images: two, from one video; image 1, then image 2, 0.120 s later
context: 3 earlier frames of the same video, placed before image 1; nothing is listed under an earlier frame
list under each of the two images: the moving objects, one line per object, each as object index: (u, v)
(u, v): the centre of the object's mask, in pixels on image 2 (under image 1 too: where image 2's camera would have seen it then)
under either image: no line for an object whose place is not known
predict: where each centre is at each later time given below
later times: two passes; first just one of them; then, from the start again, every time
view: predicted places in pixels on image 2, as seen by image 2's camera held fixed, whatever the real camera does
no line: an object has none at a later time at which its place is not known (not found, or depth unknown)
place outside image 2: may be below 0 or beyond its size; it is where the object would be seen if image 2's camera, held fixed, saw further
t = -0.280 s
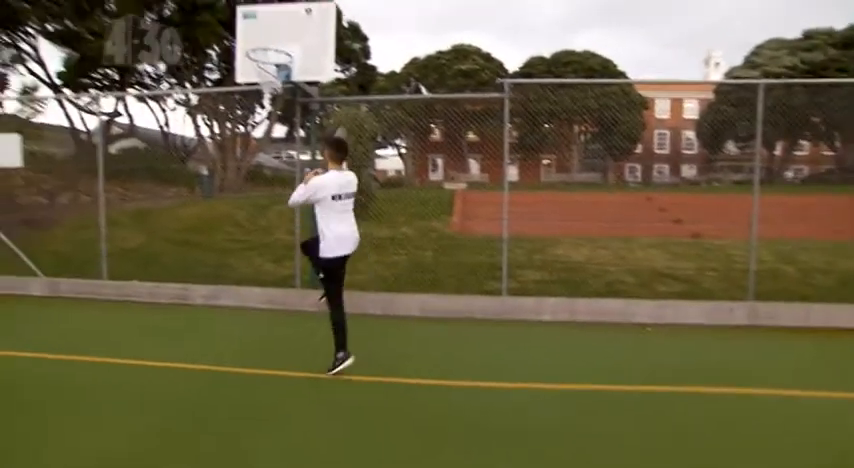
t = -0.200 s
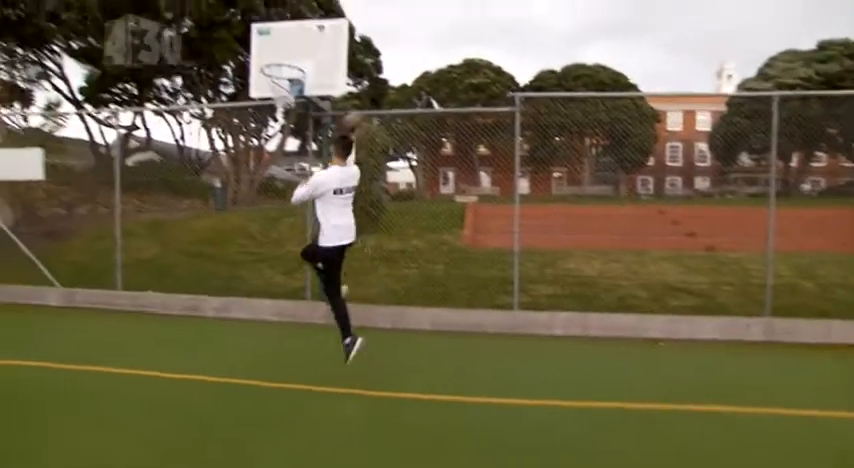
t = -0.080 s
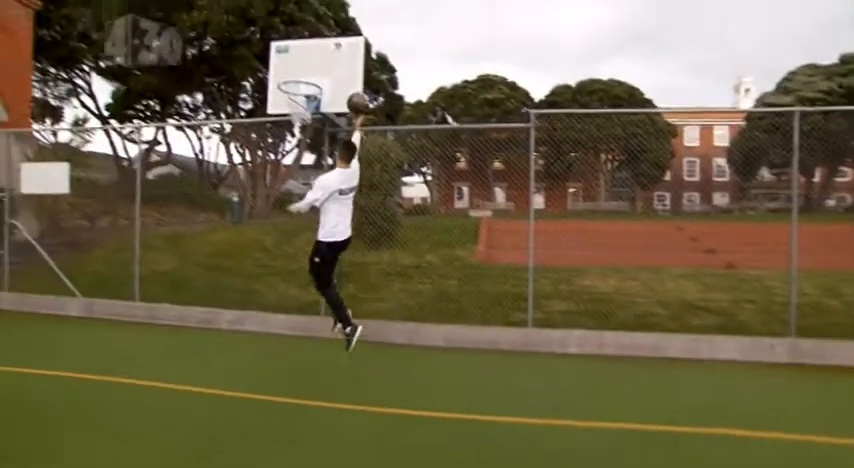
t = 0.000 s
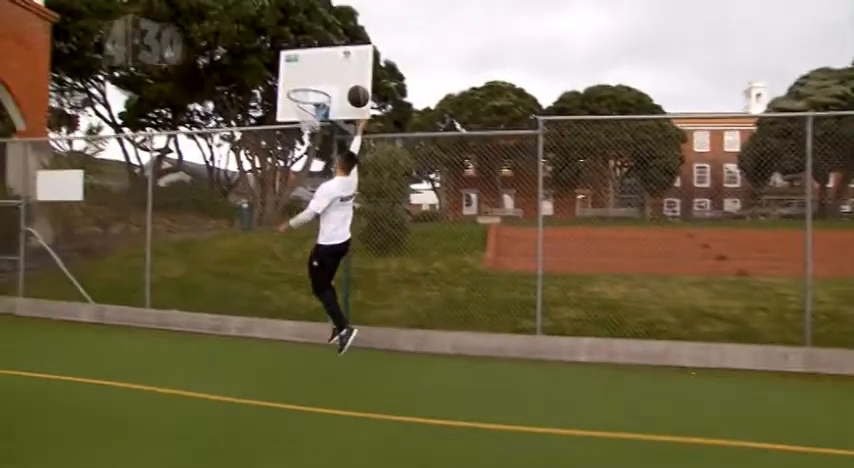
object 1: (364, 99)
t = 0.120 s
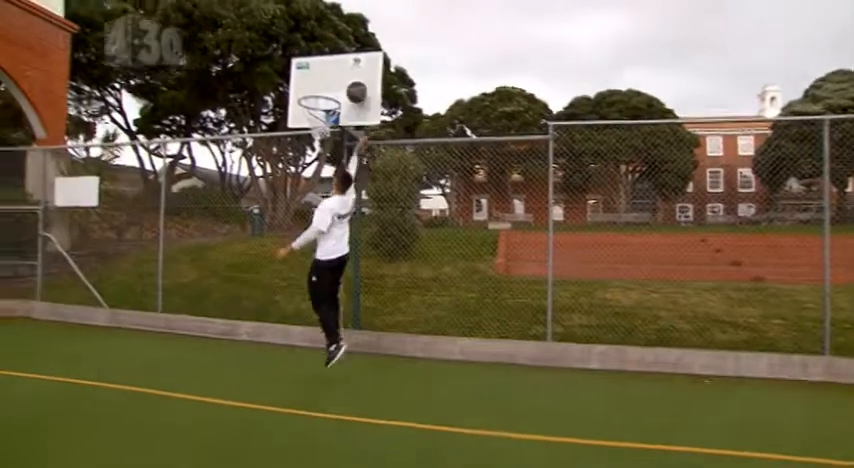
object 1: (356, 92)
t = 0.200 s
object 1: (352, 95)
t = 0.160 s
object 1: (354, 94)
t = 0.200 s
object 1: (352, 95)
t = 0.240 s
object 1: (348, 93)
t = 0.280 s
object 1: (345, 92)
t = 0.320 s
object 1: (341, 93)
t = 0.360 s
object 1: (338, 96)
